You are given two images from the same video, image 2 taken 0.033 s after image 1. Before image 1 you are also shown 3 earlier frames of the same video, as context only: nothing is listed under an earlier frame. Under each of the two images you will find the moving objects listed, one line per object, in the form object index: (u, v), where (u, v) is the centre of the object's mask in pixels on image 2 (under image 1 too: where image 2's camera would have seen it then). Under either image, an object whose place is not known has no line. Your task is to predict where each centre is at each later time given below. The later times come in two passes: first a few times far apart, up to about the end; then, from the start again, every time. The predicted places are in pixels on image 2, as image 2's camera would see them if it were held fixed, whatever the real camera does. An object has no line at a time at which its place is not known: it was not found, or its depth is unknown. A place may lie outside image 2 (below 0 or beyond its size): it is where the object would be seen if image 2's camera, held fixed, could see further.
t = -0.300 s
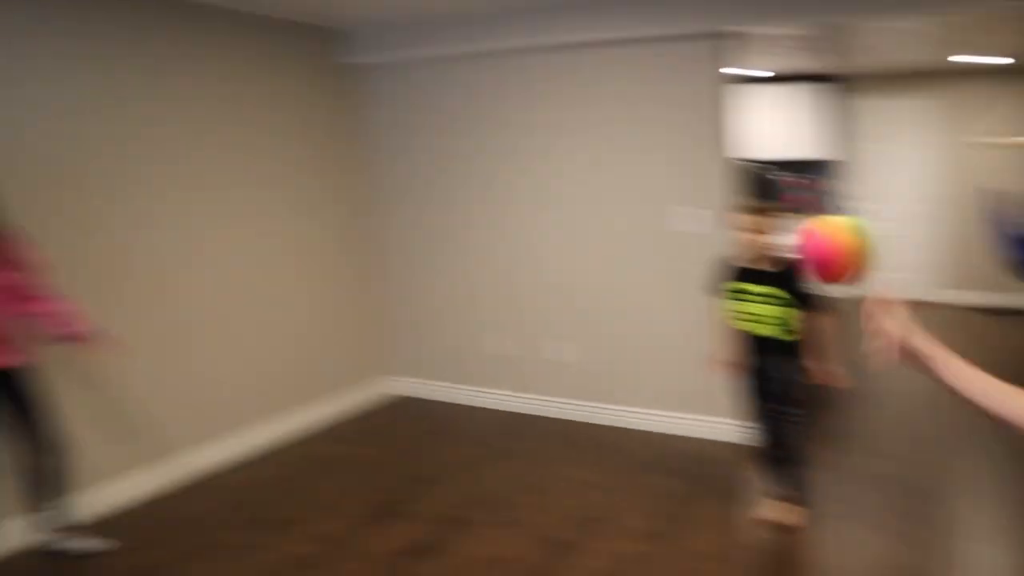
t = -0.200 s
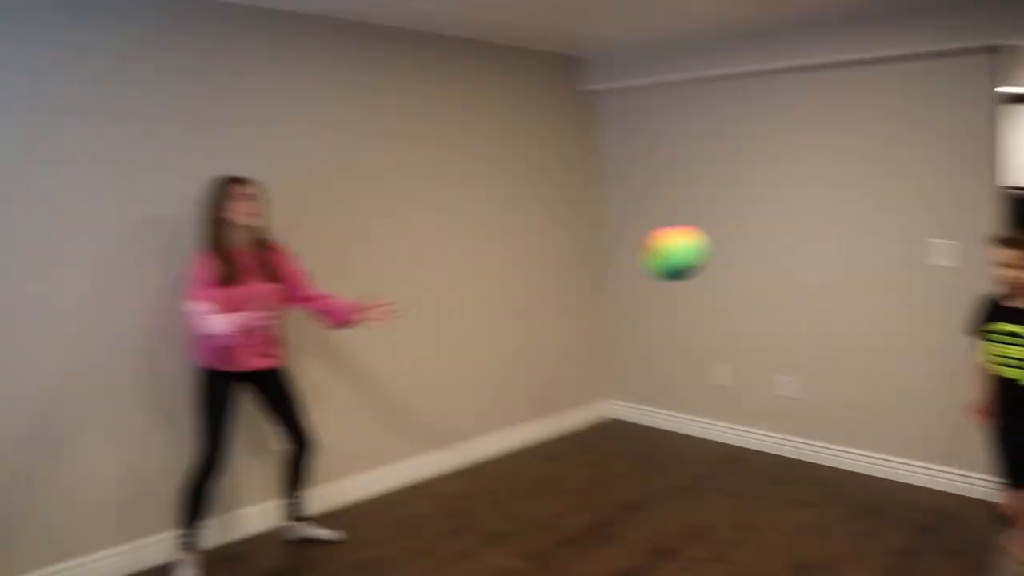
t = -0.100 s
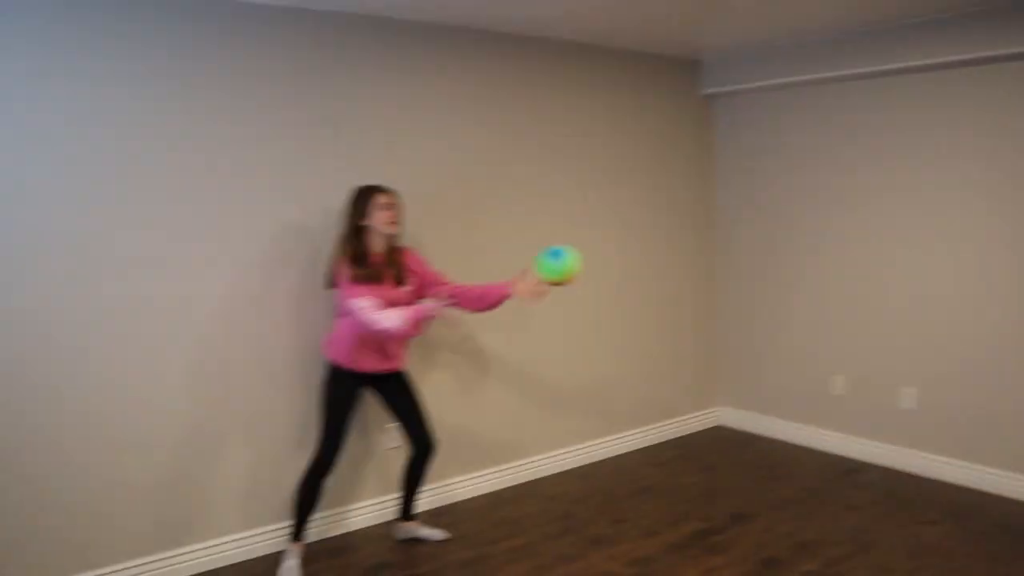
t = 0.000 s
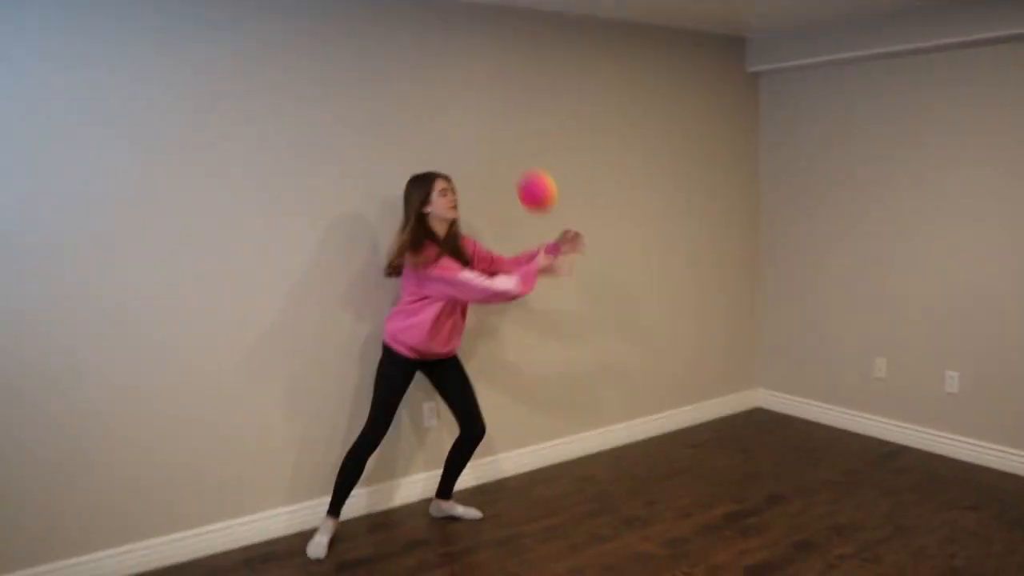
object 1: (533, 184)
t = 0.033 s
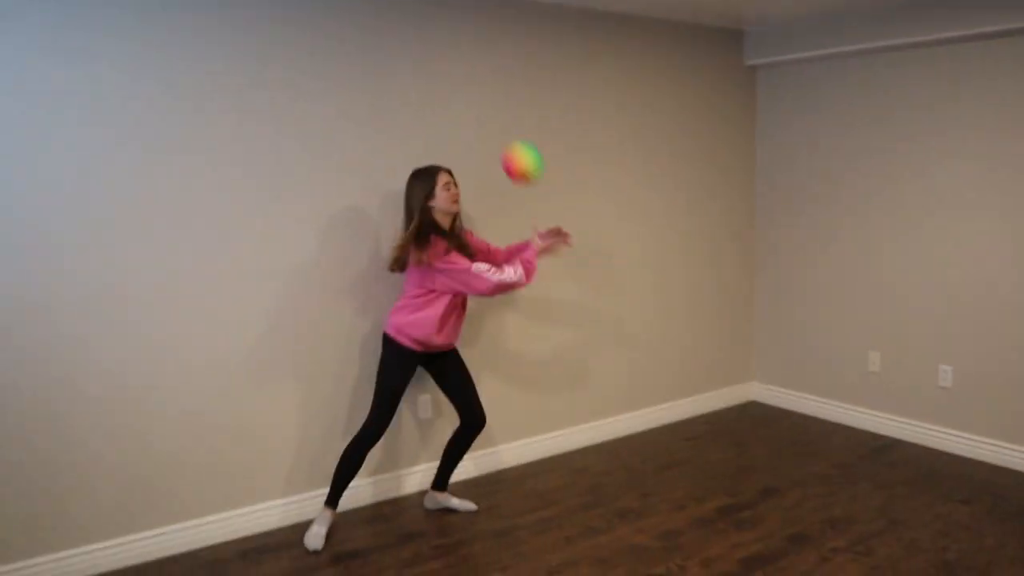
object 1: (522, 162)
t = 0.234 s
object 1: (457, 81)
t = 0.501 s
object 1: (355, 134)
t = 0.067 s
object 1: (510, 142)
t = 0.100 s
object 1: (501, 125)
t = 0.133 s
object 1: (491, 109)
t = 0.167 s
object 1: (476, 97)
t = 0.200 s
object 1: (467, 88)
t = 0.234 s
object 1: (457, 81)
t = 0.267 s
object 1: (443, 76)
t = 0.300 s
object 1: (430, 73)
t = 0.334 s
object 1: (417, 75)
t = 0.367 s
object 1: (405, 82)
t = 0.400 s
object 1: (393, 90)
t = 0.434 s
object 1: (381, 100)
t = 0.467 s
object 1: (368, 115)
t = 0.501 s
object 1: (355, 134)
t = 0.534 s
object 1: (343, 156)
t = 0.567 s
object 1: (333, 180)
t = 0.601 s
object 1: (320, 209)
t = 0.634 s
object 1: (307, 241)
